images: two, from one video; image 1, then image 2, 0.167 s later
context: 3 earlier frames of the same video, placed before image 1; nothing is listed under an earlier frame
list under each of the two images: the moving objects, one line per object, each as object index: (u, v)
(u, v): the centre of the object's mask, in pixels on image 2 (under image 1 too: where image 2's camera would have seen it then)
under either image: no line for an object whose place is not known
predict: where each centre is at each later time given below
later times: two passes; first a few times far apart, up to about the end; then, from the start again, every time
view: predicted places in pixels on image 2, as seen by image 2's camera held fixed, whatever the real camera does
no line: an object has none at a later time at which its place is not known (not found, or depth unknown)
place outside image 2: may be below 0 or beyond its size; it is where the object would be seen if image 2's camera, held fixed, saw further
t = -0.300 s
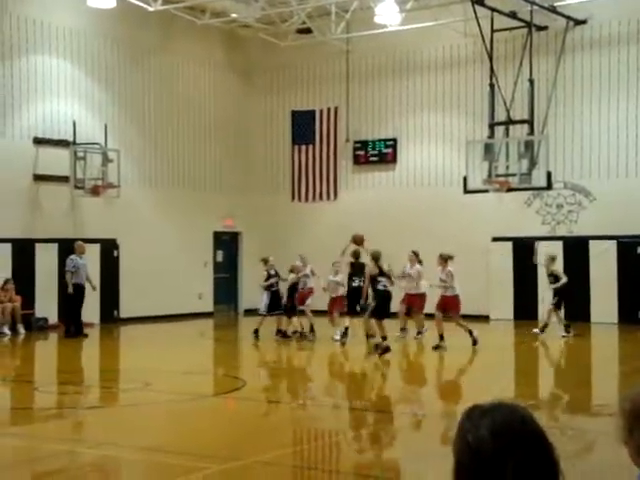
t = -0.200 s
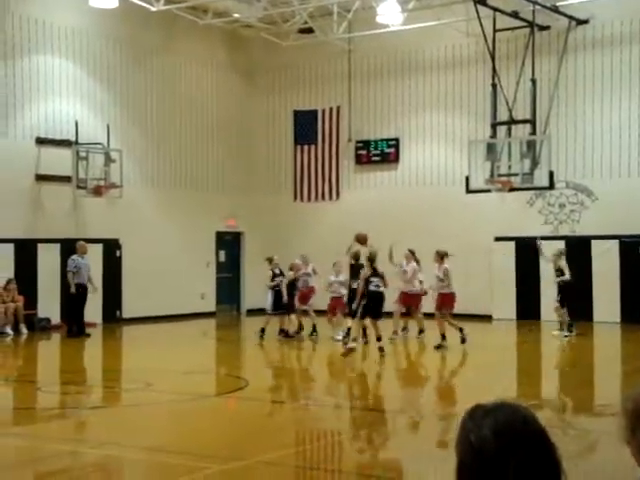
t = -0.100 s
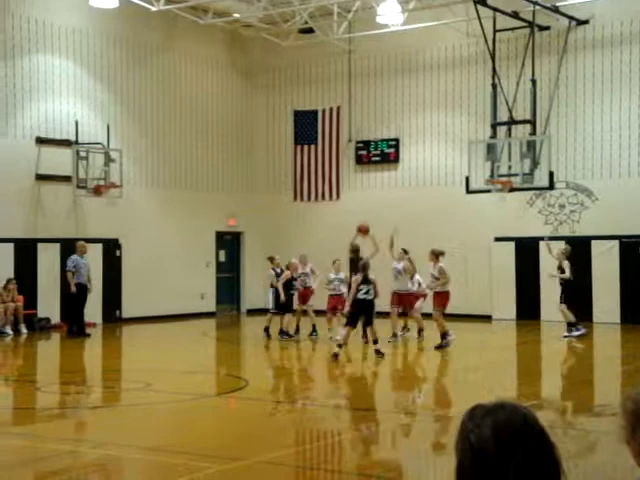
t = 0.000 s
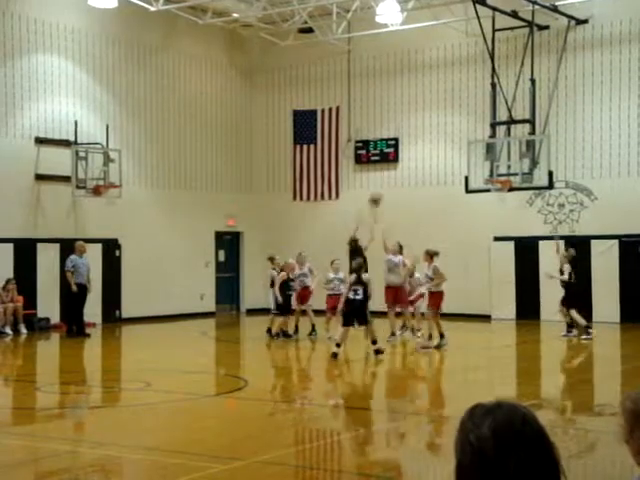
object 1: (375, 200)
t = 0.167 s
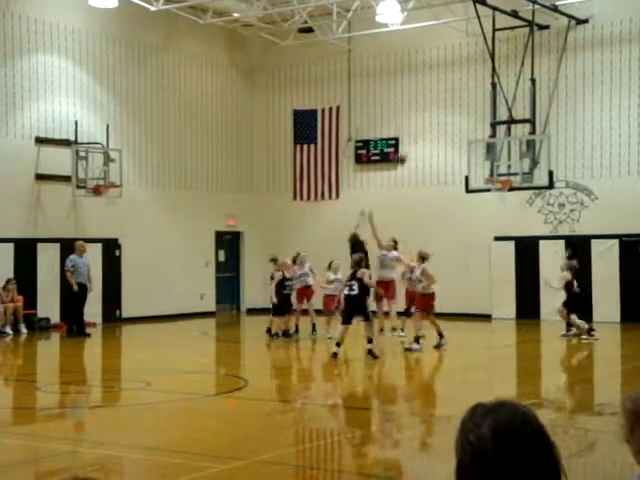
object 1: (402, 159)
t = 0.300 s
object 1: (419, 139)
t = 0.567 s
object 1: (456, 128)
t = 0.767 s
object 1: (480, 143)
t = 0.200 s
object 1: (405, 153)
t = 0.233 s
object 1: (409, 148)
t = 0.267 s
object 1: (414, 143)
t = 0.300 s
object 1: (419, 139)
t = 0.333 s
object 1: (424, 136)
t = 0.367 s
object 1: (428, 132)
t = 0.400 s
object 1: (433, 130)
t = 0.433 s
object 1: (437, 129)
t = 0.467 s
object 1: (442, 128)
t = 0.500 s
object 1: (446, 127)
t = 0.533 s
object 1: (451, 127)
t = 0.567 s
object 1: (456, 128)
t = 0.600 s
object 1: (459, 129)
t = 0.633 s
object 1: (464, 131)
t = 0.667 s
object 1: (468, 133)
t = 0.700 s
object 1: (472, 136)
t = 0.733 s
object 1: (476, 139)
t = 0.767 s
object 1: (480, 143)
